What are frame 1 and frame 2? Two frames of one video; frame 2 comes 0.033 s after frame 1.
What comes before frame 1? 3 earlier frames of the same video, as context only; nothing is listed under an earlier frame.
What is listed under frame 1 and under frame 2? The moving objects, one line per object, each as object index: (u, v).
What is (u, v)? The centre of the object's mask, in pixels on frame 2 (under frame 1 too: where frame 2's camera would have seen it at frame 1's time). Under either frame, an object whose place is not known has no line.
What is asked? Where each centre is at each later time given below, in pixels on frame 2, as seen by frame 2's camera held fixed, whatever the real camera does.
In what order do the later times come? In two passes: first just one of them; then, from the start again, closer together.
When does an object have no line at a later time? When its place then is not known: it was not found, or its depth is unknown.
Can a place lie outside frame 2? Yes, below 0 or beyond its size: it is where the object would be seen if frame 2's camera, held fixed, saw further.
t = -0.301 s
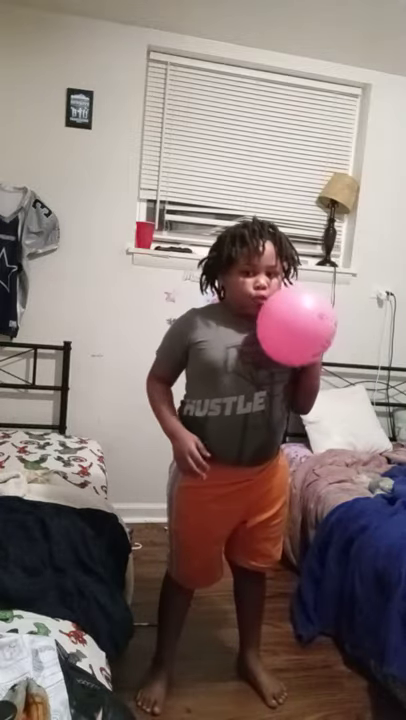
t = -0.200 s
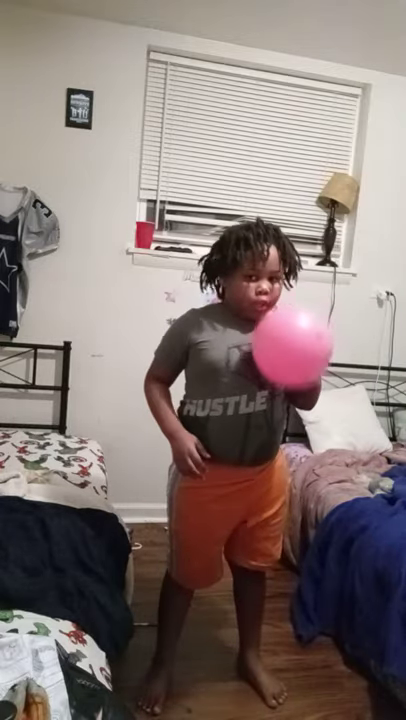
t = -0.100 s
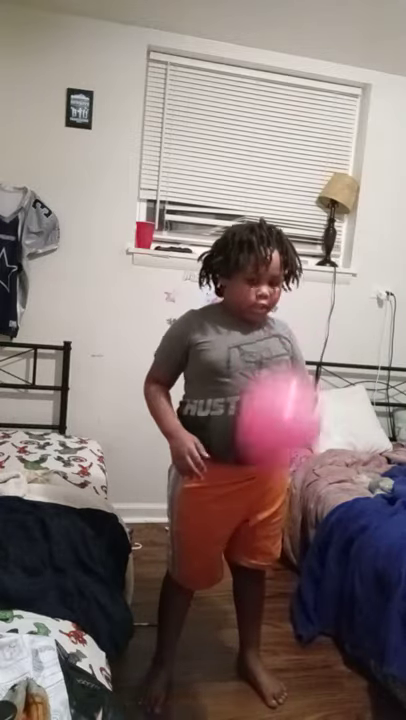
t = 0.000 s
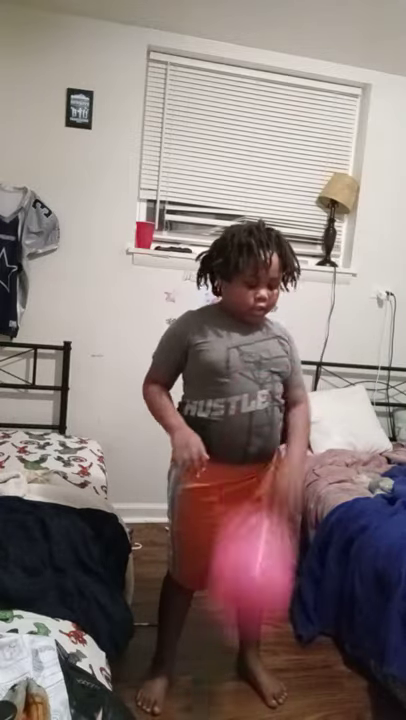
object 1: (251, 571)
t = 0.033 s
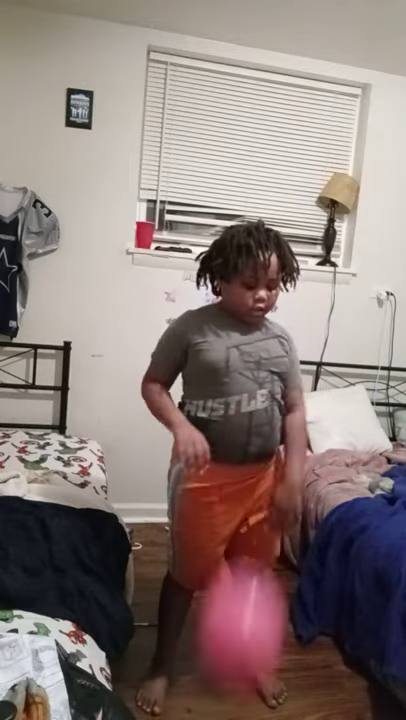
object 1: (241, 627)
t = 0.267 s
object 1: (227, 572)
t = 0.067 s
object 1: (231, 675)
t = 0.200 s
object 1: (223, 645)
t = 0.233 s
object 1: (226, 608)
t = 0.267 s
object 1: (227, 572)
